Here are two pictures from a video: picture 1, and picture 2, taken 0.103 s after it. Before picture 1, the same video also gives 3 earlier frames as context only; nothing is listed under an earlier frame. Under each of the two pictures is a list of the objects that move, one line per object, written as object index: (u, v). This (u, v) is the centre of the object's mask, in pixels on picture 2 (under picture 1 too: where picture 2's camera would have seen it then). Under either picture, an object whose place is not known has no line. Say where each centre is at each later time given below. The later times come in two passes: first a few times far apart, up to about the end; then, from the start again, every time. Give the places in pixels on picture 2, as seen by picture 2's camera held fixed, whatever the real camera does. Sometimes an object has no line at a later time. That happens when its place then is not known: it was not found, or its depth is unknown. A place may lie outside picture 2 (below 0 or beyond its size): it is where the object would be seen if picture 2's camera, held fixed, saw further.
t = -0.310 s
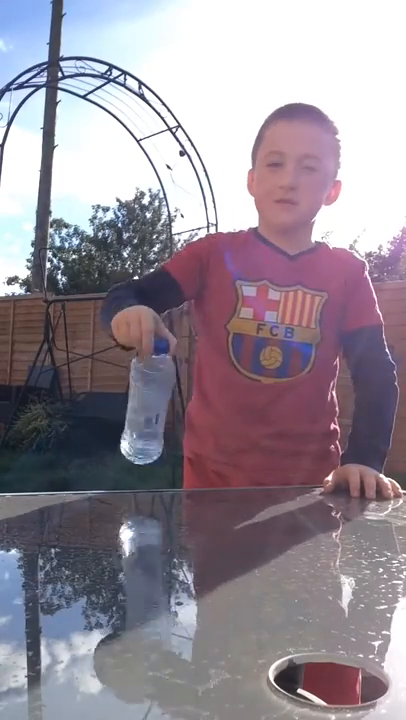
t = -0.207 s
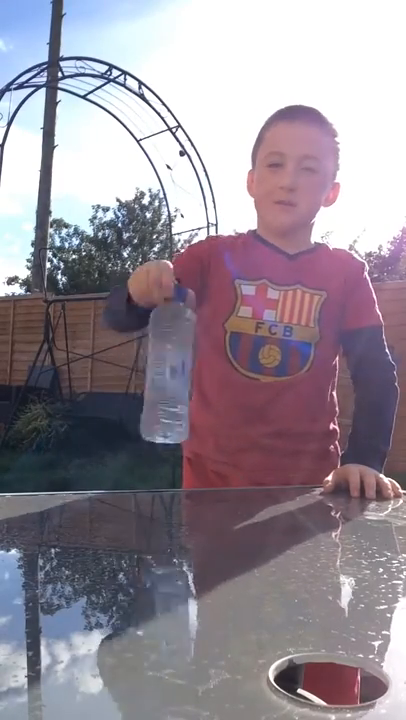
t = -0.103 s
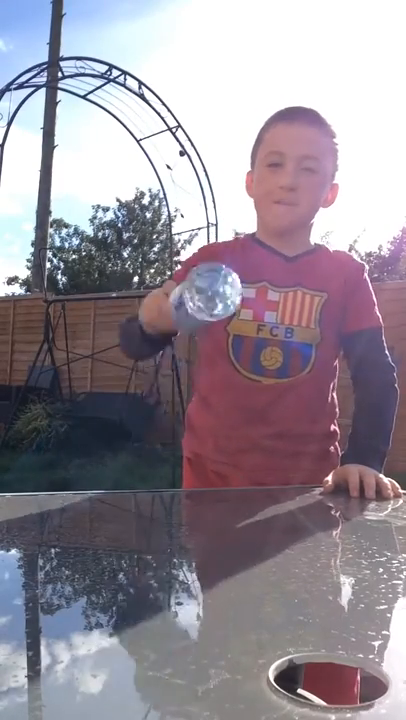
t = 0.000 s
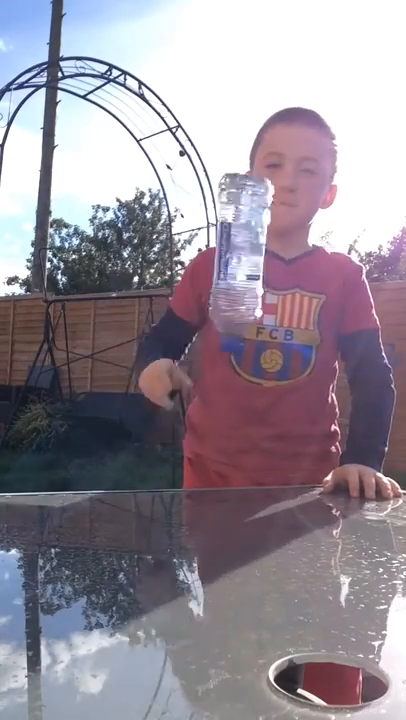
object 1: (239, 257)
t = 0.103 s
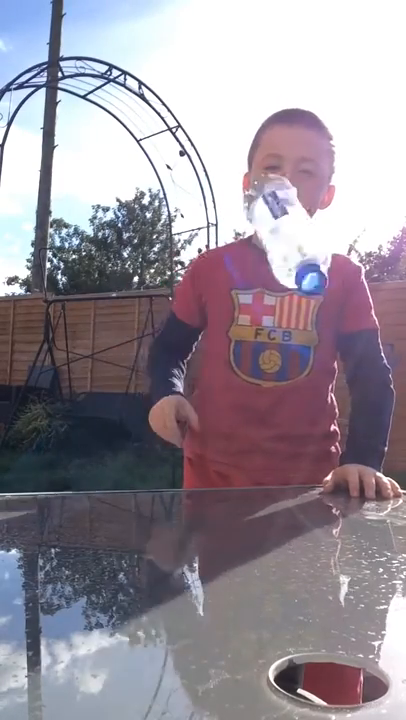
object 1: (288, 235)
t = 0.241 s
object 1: (334, 296)
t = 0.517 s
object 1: (355, 461)
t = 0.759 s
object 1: (359, 480)
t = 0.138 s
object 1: (300, 236)
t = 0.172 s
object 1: (313, 246)
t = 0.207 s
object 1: (324, 266)
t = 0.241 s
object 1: (334, 296)
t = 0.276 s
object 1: (338, 347)
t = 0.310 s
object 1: (341, 410)
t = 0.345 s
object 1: (344, 425)
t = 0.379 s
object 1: (345, 429)
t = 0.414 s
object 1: (346, 433)
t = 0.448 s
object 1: (348, 438)
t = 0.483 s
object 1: (352, 444)
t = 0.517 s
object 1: (355, 461)
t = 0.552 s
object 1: (358, 475)
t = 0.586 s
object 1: (357, 481)
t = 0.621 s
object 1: (355, 481)
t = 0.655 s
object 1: (356, 481)
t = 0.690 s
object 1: (358, 481)
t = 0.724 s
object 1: (360, 481)
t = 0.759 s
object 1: (359, 480)
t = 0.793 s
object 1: (357, 481)
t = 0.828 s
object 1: (357, 481)
